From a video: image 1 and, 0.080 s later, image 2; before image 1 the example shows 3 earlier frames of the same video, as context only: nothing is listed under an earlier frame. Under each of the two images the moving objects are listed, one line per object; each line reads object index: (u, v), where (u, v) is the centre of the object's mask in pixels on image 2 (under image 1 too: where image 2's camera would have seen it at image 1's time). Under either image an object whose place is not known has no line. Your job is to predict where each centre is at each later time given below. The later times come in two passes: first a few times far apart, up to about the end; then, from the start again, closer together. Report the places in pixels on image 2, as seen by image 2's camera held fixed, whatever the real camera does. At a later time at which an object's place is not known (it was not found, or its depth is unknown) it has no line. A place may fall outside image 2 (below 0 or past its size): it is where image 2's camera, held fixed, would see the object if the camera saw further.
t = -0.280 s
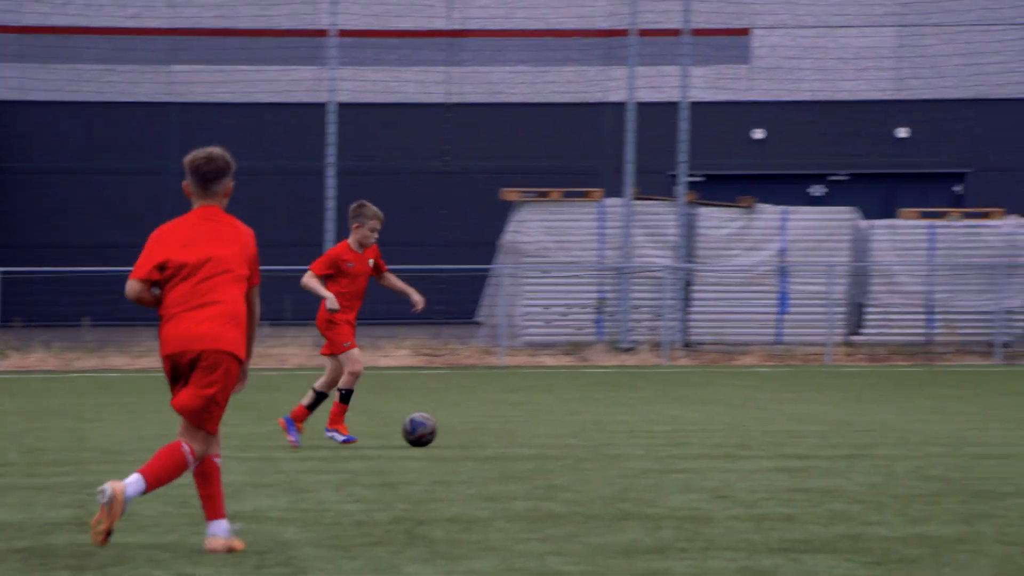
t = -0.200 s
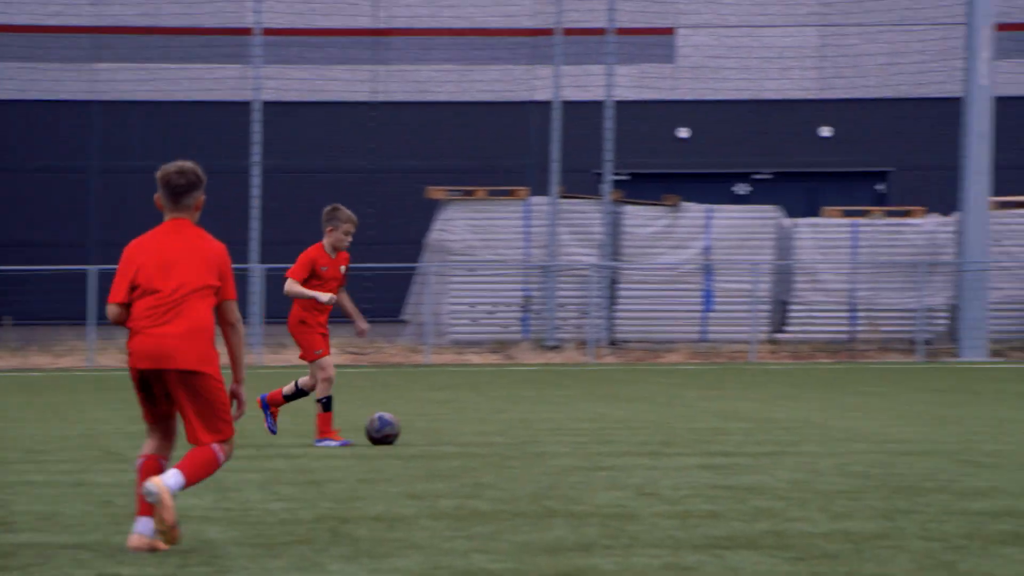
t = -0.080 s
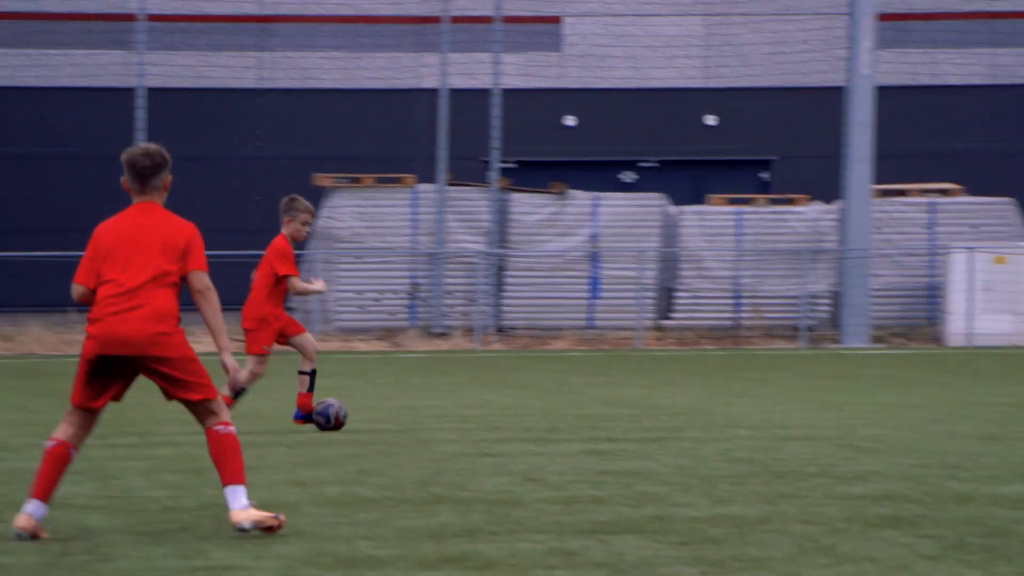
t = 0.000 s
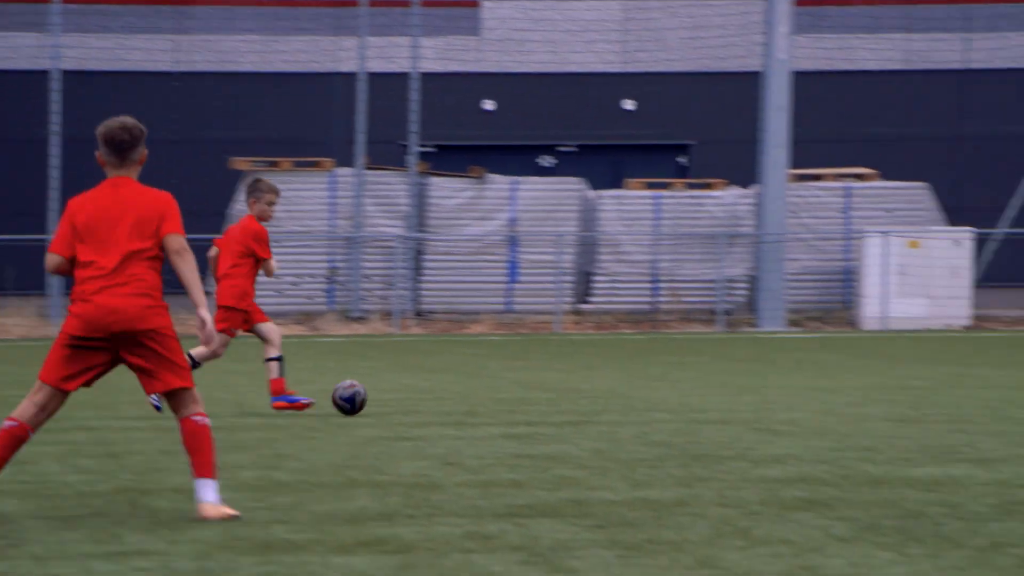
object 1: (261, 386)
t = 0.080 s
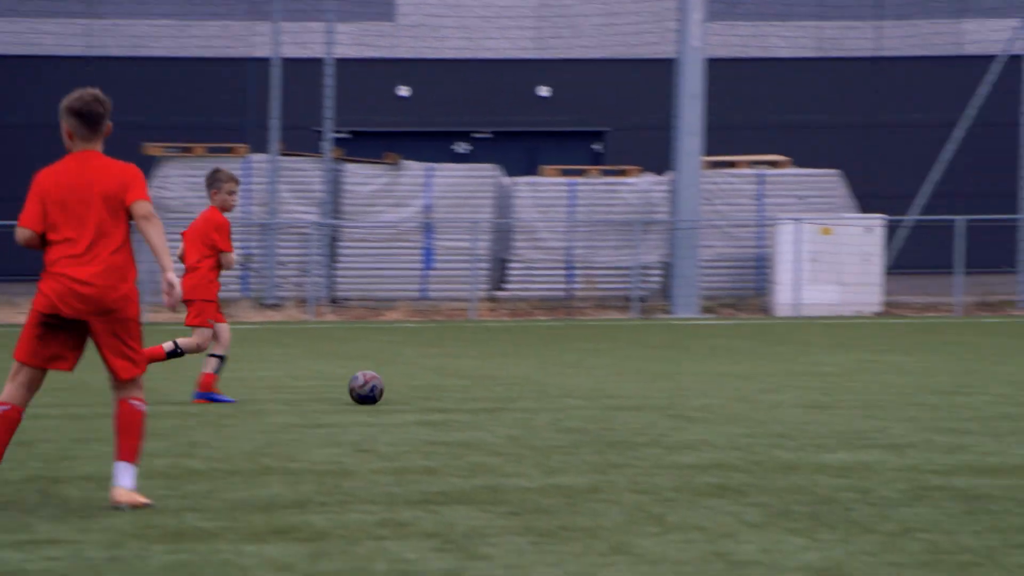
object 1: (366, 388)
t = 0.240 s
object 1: (555, 388)
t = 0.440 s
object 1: (771, 391)
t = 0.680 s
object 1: (1008, 391)
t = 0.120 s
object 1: (415, 387)
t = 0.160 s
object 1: (463, 387)
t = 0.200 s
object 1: (510, 389)
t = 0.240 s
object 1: (555, 388)
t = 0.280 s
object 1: (600, 388)
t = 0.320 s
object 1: (645, 390)
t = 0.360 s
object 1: (687, 389)
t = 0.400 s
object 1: (728, 388)
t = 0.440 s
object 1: (771, 391)
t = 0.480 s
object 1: (811, 390)
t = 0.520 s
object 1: (850, 390)
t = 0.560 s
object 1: (889, 391)
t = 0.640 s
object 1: (969, 391)
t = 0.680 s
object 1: (1008, 391)
